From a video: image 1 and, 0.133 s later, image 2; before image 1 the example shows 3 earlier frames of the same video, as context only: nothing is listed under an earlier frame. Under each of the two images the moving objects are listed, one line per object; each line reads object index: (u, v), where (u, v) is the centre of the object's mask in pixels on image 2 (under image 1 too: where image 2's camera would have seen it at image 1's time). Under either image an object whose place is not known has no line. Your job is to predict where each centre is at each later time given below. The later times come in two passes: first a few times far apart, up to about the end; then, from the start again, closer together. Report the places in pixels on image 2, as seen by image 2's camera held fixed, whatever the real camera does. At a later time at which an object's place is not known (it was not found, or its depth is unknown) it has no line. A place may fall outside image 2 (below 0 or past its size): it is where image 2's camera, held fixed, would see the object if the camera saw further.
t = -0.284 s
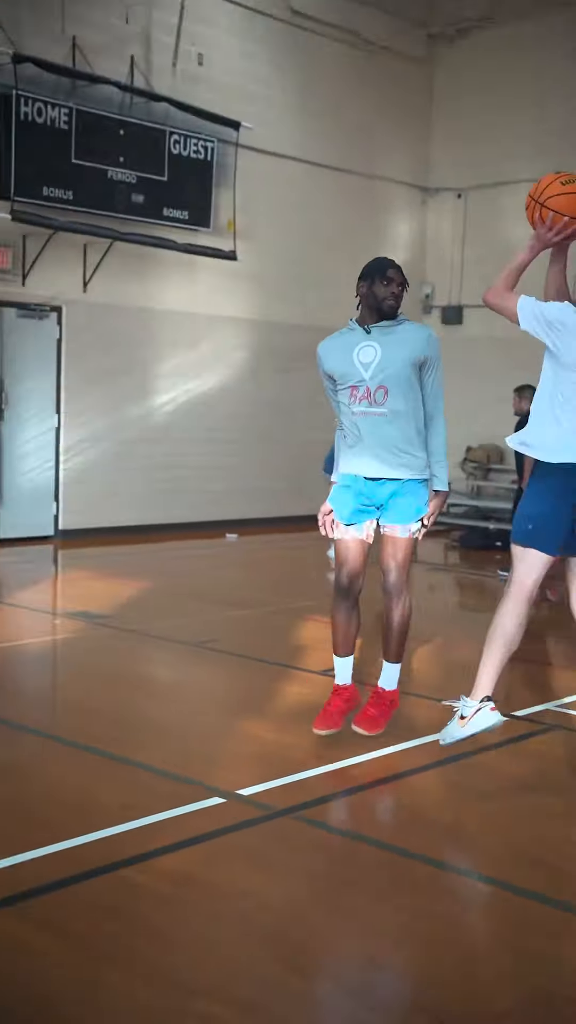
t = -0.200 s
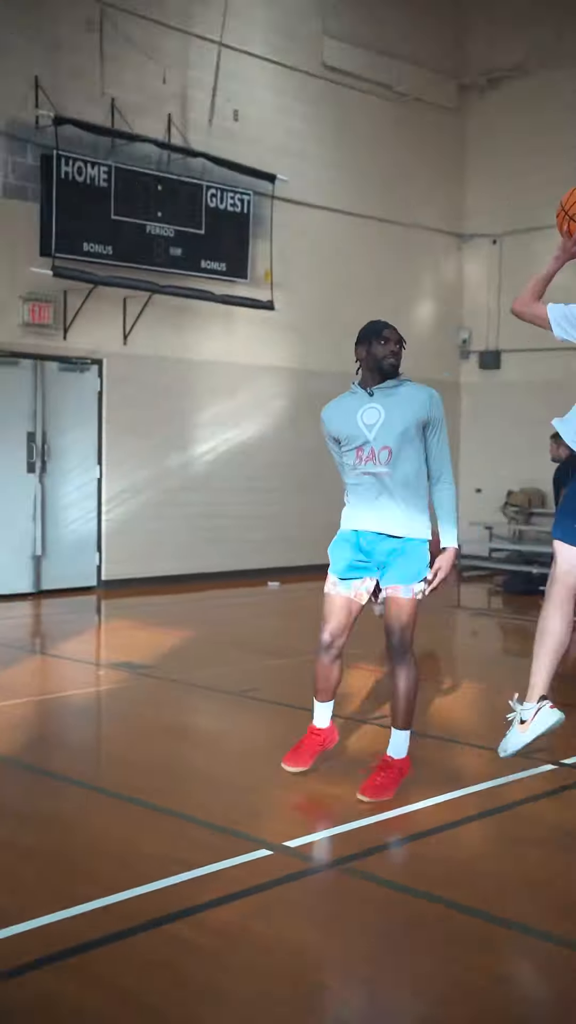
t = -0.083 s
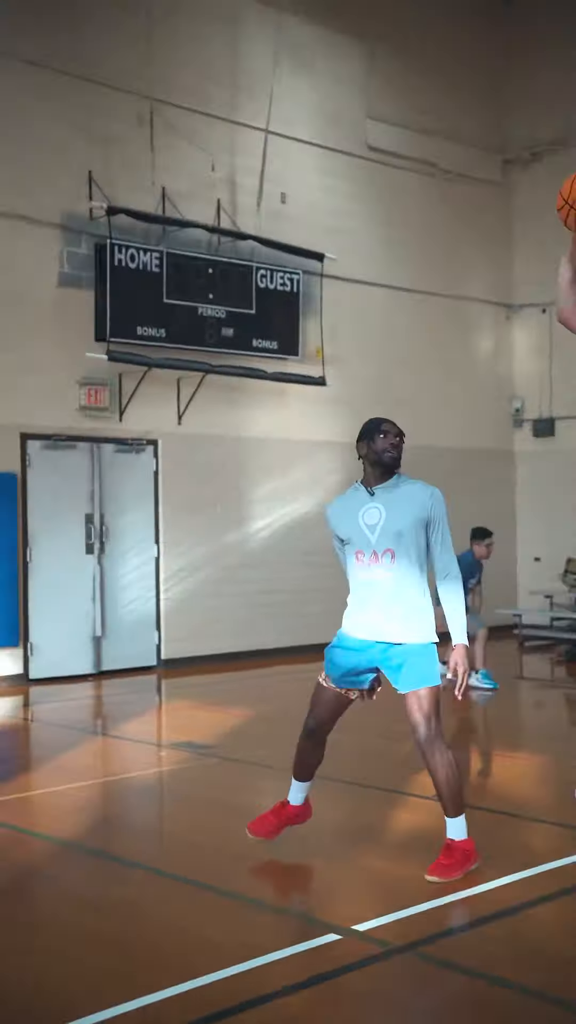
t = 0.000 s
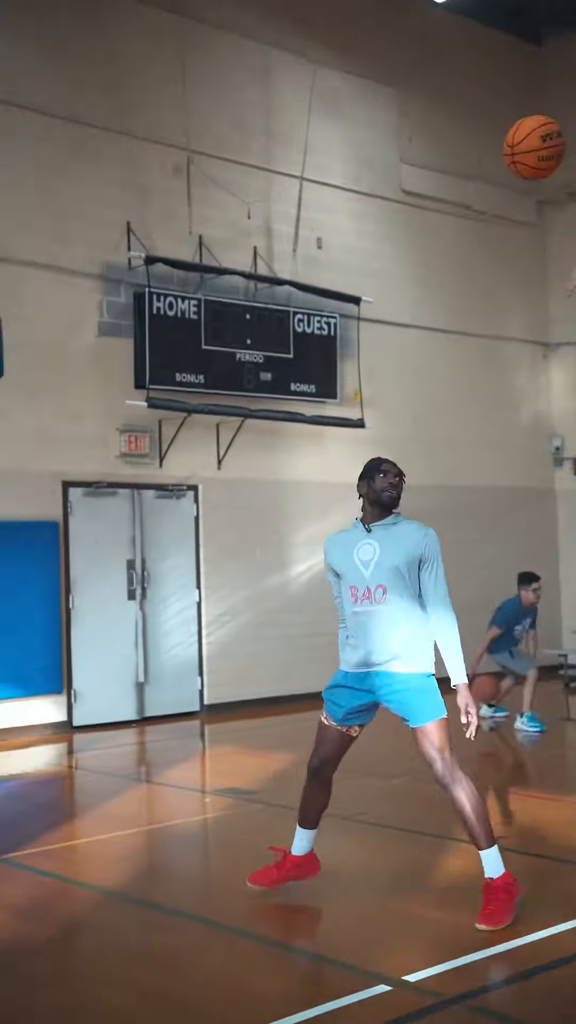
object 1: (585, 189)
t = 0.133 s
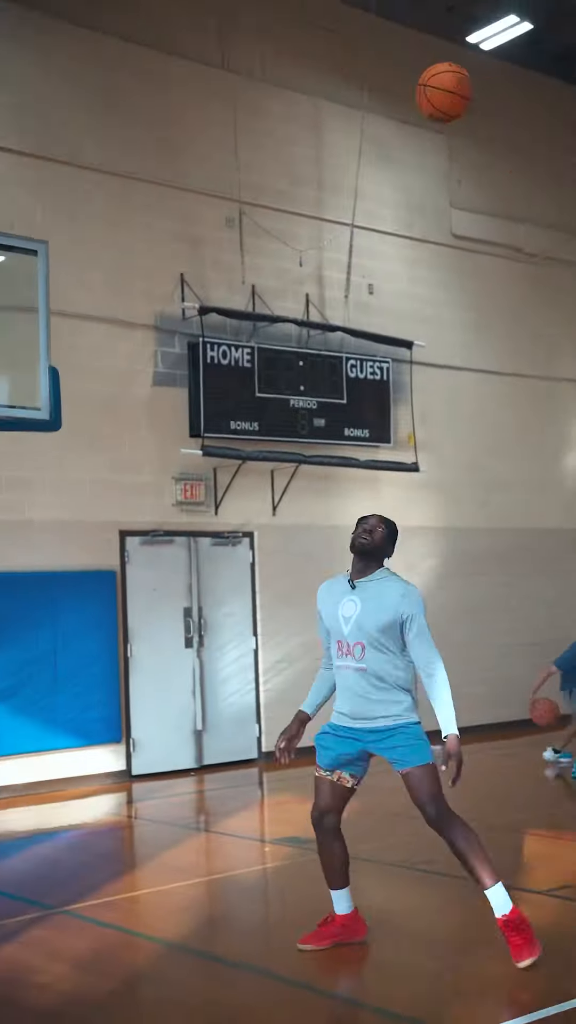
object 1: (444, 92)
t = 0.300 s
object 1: (297, 39)
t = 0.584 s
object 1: (99, 77)
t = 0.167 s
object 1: (412, 77)
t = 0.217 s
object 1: (367, 58)
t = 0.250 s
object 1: (338, 48)
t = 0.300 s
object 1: (297, 39)
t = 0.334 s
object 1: (271, 36)
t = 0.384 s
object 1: (233, 36)
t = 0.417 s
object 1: (209, 38)
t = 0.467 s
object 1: (175, 44)
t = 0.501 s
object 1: (152, 52)
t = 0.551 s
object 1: (120, 66)
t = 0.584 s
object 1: (99, 77)
